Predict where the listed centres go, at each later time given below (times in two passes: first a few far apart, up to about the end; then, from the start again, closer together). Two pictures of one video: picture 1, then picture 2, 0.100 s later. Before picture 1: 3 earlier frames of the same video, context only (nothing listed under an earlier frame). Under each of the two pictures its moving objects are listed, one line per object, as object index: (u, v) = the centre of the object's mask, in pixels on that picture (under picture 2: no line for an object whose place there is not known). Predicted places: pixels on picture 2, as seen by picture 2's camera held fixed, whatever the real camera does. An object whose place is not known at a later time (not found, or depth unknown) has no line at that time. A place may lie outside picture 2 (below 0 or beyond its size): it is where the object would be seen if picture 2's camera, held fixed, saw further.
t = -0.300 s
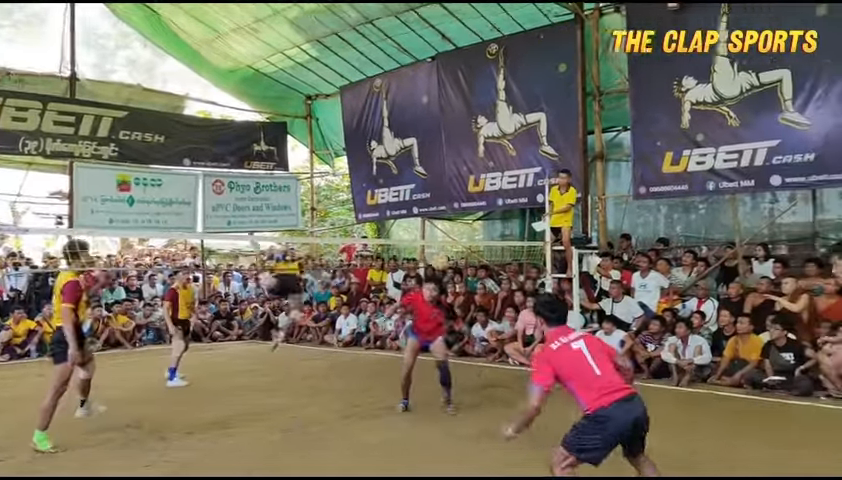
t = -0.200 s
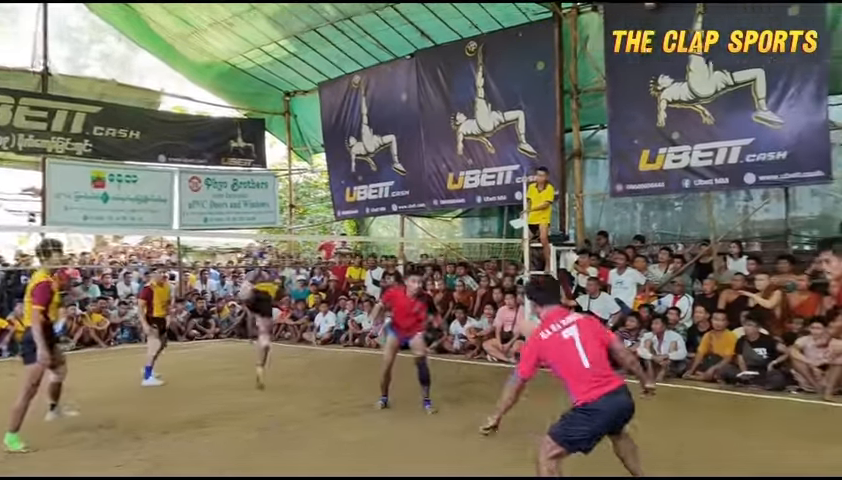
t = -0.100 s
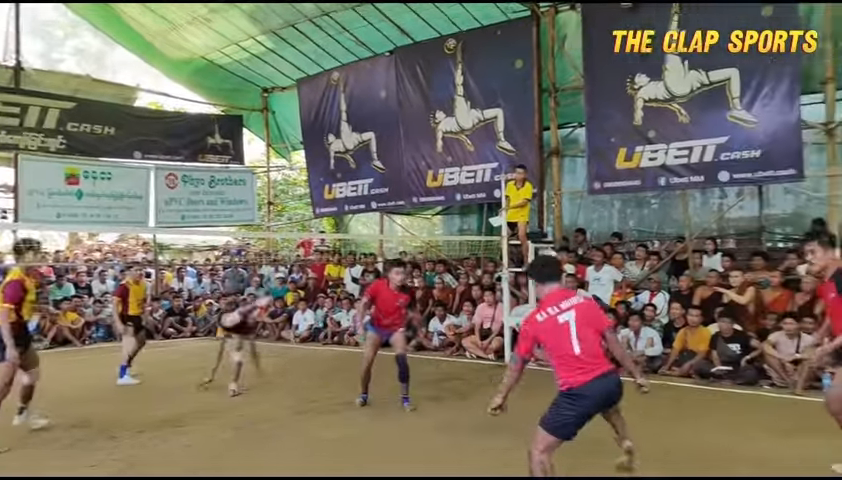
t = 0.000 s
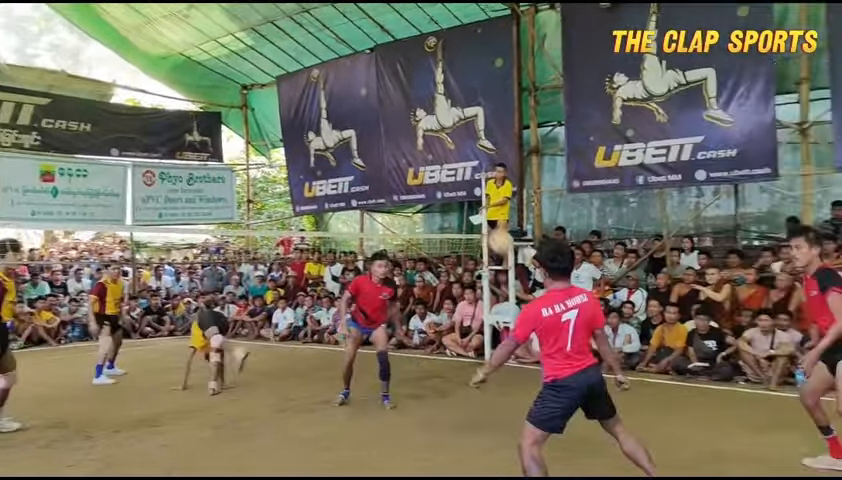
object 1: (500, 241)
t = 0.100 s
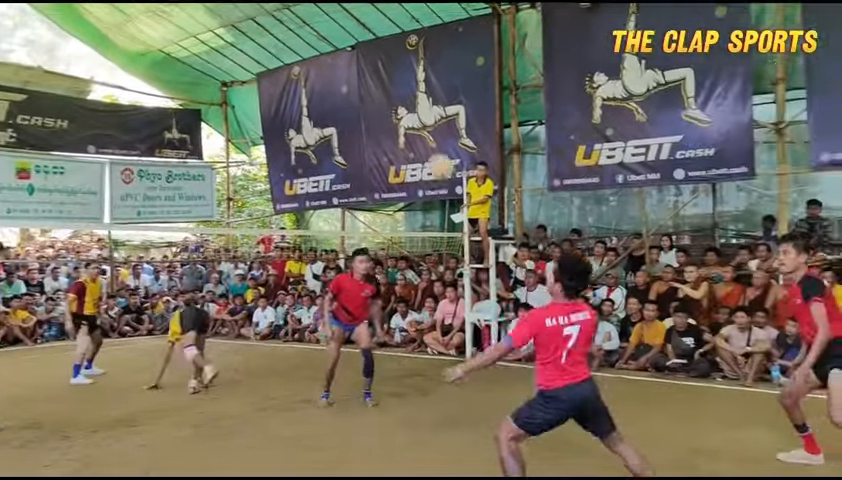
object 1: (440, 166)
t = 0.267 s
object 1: (368, 74)
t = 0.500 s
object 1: (257, 20)
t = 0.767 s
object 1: (116, 91)
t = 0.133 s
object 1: (426, 145)
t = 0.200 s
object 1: (397, 106)
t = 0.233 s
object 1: (383, 89)
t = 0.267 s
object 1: (368, 74)
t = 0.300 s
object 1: (353, 61)
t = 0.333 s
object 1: (338, 50)
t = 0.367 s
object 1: (322, 40)
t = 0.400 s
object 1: (307, 32)
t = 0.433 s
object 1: (289, 26)
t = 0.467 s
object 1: (273, 22)
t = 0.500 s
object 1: (257, 20)
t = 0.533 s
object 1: (239, 22)
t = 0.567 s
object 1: (224, 26)
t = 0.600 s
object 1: (209, 29)
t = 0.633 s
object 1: (190, 36)
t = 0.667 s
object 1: (171, 49)
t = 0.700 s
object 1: (152, 60)
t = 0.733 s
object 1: (135, 75)
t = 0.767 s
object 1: (116, 91)
